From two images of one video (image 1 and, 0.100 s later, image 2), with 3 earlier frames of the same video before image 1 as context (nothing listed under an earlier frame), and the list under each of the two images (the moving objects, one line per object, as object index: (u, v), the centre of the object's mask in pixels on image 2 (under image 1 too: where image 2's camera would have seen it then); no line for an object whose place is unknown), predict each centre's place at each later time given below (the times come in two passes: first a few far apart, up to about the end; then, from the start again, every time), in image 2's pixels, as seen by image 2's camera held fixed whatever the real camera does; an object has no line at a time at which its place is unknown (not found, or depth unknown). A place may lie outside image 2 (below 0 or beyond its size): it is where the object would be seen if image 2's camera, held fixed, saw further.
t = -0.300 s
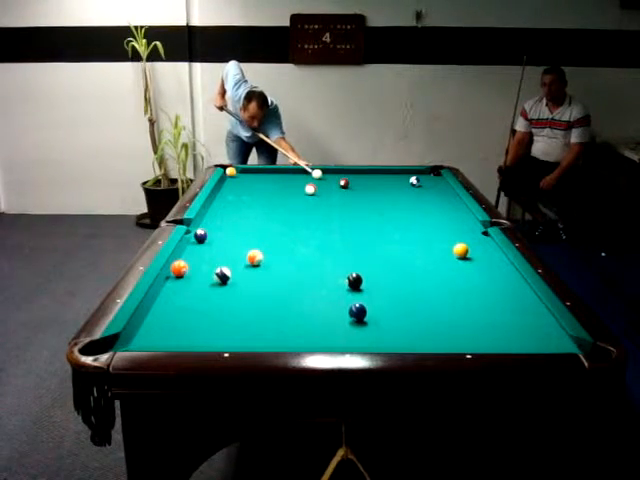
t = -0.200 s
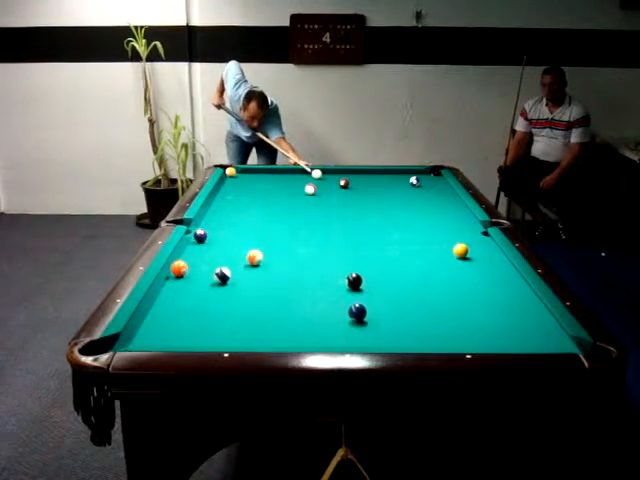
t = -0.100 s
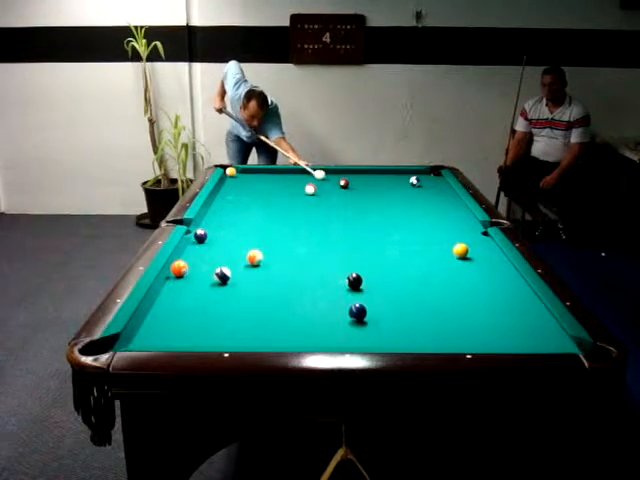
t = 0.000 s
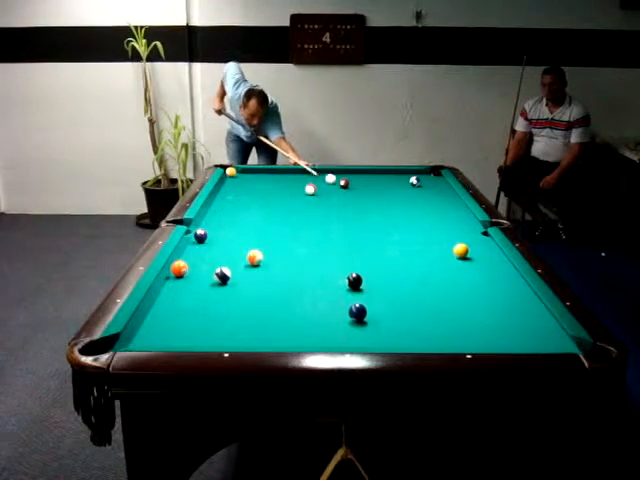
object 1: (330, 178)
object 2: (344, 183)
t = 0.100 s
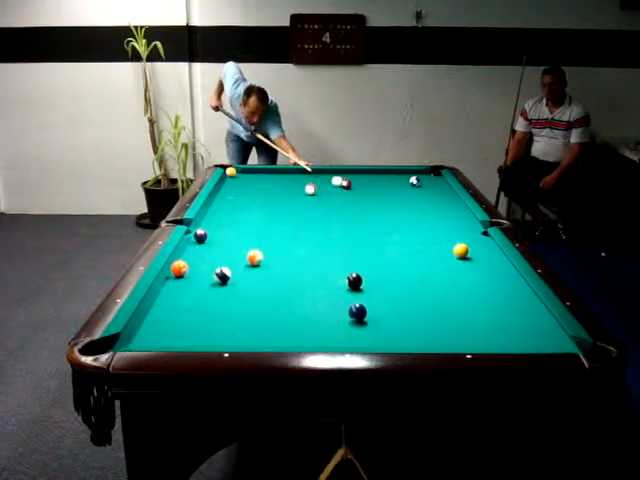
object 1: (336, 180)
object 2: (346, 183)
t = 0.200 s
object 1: (337, 181)
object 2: (354, 186)
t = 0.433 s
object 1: (339, 183)
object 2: (368, 189)
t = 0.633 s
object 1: (340, 185)
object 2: (382, 194)
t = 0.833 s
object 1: (341, 186)
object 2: (396, 198)
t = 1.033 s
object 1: (342, 187)
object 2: (408, 201)
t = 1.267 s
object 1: (343, 188)
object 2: (425, 206)
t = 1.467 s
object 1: (344, 189)
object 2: (438, 210)
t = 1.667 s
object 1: (345, 190)
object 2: (453, 213)
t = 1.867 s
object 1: (345, 191)
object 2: (465, 217)
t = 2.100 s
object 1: (346, 191)
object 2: (468, 220)
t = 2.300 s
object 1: (347, 192)
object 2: (465, 222)
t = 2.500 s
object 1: (347, 192)
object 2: (462, 224)
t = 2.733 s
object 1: (347, 192)
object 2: (458, 226)
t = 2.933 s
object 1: (347, 192)
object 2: (455, 227)
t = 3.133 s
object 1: (347, 192)
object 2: (454, 228)
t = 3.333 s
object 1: (347, 192)
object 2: (451, 230)
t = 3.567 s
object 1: (347, 192)
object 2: (449, 231)
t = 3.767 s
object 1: (347, 192)
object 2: (448, 232)
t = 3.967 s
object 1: (347, 192)
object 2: (447, 232)
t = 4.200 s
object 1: (347, 192)
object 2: (446, 233)
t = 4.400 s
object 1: (347, 192)
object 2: (445, 233)
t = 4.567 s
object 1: (347, 192)
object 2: (445, 233)
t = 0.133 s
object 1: (337, 181)
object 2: (349, 184)
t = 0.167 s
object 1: (337, 181)
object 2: (351, 185)
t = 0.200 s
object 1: (337, 181)
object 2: (354, 186)
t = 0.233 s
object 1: (337, 182)
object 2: (356, 186)
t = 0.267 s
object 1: (337, 182)
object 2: (358, 187)
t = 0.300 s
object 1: (338, 182)
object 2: (360, 187)
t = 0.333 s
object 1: (338, 182)
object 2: (362, 188)
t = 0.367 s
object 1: (338, 182)
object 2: (364, 188)
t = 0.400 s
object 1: (338, 183)
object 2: (366, 189)
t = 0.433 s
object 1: (339, 183)
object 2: (368, 189)
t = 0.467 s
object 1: (339, 183)
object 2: (371, 190)
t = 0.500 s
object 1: (339, 184)
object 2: (373, 191)
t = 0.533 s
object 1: (339, 184)
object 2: (376, 191)
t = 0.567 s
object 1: (339, 184)
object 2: (377, 192)
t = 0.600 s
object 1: (340, 184)
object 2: (379, 192)
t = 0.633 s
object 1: (340, 185)
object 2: (382, 194)
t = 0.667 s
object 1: (340, 185)
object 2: (384, 195)
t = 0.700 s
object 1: (340, 185)
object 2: (386, 195)
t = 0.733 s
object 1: (340, 185)
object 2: (388, 196)
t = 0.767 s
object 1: (340, 185)
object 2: (391, 196)
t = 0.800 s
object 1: (340, 186)
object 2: (393, 197)
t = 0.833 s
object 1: (341, 186)
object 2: (396, 198)
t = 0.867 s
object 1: (341, 186)
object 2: (398, 198)
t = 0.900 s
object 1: (341, 186)
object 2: (400, 199)
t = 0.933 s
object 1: (341, 187)
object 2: (402, 199)
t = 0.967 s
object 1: (341, 187)
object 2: (405, 200)
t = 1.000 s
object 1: (341, 187)
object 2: (407, 201)
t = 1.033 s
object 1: (342, 187)
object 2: (408, 201)
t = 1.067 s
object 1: (342, 187)
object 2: (411, 202)
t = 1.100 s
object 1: (342, 187)
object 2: (413, 202)
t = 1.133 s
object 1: (342, 188)
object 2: (416, 203)
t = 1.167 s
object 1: (342, 188)
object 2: (418, 204)
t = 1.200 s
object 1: (343, 188)
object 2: (421, 204)
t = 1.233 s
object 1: (343, 188)
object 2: (423, 205)
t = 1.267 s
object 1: (343, 188)
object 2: (425, 206)
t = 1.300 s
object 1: (343, 189)
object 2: (427, 206)
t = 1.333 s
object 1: (343, 189)
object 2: (430, 207)
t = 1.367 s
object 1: (343, 189)
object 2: (432, 208)
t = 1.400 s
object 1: (343, 189)
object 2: (433, 208)
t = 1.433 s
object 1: (344, 189)
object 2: (436, 209)
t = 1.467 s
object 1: (344, 189)
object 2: (438, 210)
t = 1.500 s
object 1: (344, 189)
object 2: (441, 210)
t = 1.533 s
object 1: (344, 189)
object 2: (443, 211)
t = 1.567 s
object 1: (344, 189)
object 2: (445, 212)
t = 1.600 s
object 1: (344, 189)
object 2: (448, 213)
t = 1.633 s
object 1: (344, 190)
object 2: (451, 213)
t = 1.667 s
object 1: (345, 190)
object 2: (453, 213)
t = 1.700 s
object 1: (345, 190)
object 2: (455, 214)
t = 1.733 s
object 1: (345, 190)
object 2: (457, 215)
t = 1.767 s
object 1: (345, 190)
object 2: (459, 215)
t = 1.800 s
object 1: (345, 190)
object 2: (461, 216)
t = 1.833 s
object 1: (345, 190)
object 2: (463, 216)
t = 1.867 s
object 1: (345, 191)
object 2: (465, 217)
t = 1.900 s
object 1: (345, 191)
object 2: (468, 217)
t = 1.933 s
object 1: (346, 191)
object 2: (470, 218)
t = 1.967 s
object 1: (346, 191)
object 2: (471, 219)
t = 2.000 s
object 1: (346, 191)
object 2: (470, 219)
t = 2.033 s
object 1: (346, 191)
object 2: (470, 219)
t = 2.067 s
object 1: (346, 191)
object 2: (469, 219)
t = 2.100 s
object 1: (346, 191)
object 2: (468, 220)
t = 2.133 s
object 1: (346, 191)
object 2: (468, 220)
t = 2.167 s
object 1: (347, 192)
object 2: (467, 221)
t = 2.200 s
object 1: (347, 191)
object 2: (467, 221)
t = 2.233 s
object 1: (347, 192)
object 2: (466, 221)
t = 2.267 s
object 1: (347, 192)
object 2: (465, 222)
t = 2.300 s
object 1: (347, 192)
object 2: (465, 222)
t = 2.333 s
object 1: (347, 192)
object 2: (465, 222)
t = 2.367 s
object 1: (347, 192)
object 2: (464, 222)
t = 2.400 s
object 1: (347, 192)
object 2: (463, 222)
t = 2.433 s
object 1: (347, 192)
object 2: (463, 223)
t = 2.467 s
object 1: (347, 192)
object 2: (462, 223)
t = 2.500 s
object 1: (347, 192)
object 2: (462, 224)
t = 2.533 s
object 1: (347, 192)
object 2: (462, 224)
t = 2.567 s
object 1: (347, 192)
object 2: (461, 224)
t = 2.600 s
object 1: (347, 192)
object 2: (461, 224)
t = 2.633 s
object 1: (347, 192)
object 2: (460, 225)
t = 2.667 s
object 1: (347, 192)
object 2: (460, 225)
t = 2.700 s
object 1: (347, 192)
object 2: (459, 225)
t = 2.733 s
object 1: (347, 192)
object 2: (458, 226)
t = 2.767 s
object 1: (347, 192)
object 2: (458, 226)
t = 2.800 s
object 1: (347, 192)
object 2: (457, 226)
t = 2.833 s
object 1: (347, 192)
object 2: (457, 226)
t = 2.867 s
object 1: (347, 192)
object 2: (457, 226)
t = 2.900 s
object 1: (347, 192)
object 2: (456, 227)
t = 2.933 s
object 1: (347, 192)
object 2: (455, 227)
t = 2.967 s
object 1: (347, 192)
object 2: (455, 227)
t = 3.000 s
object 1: (347, 192)
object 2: (455, 228)
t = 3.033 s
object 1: (347, 192)
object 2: (454, 228)
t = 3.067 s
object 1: (347, 192)
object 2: (454, 228)
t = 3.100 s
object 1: (347, 192)
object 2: (454, 228)
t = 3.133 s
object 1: (347, 192)
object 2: (454, 228)
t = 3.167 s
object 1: (347, 192)
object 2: (453, 229)
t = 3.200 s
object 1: (347, 192)
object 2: (453, 229)
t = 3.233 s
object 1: (347, 192)
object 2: (453, 229)
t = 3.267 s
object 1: (347, 192)
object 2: (452, 229)
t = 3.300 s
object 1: (347, 192)
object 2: (452, 230)
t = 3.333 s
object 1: (347, 192)
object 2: (451, 230)
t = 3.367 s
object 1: (347, 192)
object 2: (451, 230)
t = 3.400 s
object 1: (347, 192)
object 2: (451, 230)
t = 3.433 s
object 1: (347, 192)
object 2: (450, 230)
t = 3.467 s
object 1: (347, 192)
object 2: (450, 230)
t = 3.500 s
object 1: (347, 192)
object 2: (450, 230)
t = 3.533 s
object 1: (348, 192)
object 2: (450, 230)
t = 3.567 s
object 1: (347, 192)
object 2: (449, 231)
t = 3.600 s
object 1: (347, 192)
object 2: (449, 231)
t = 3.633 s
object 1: (347, 192)
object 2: (449, 231)
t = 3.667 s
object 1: (347, 192)
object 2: (449, 231)
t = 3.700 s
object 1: (347, 192)
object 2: (448, 231)
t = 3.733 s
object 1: (347, 192)
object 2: (448, 231)
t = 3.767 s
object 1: (347, 192)
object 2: (448, 232)
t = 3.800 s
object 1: (347, 192)
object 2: (448, 232)
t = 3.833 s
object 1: (347, 192)
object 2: (448, 232)
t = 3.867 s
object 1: (347, 192)
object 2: (447, 232)
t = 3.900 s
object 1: (347, 192)
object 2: (447, 232)
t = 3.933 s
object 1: (347, 192)
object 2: (447, 232)
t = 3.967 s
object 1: (347, 192)
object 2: (447, 232)
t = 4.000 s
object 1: (347, 192)
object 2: (446, 232)
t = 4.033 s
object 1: (347, 192)
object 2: (446, 232)
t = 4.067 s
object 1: (347, 192)
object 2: (446, 233)
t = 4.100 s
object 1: (347, 192)
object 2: (446, 232)
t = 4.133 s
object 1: (347, 192)
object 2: (446, 233)
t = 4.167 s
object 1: (347, 192)
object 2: (446, 233)
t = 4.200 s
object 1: (347, 192)
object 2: (446, 233)
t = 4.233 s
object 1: (347, 192)
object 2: (446, 233)
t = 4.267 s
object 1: (347, 192)
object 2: (445, 233)
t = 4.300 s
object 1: (347, 192)
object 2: (445, 233)
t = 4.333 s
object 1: (347, 192)
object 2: (445, 233)
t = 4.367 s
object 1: (347, 192)
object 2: (445, 233)
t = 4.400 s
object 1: (347, 192)
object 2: (445, 233)
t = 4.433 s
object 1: (347, 192)
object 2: (445, 233)
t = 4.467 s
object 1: (347, 192)
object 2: (445, 233)
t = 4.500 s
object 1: (347, 192)
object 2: (445, 233)
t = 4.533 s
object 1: (347, 192)
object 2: (445, 233)
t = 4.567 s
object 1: (347, 192)
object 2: (445, 233)
